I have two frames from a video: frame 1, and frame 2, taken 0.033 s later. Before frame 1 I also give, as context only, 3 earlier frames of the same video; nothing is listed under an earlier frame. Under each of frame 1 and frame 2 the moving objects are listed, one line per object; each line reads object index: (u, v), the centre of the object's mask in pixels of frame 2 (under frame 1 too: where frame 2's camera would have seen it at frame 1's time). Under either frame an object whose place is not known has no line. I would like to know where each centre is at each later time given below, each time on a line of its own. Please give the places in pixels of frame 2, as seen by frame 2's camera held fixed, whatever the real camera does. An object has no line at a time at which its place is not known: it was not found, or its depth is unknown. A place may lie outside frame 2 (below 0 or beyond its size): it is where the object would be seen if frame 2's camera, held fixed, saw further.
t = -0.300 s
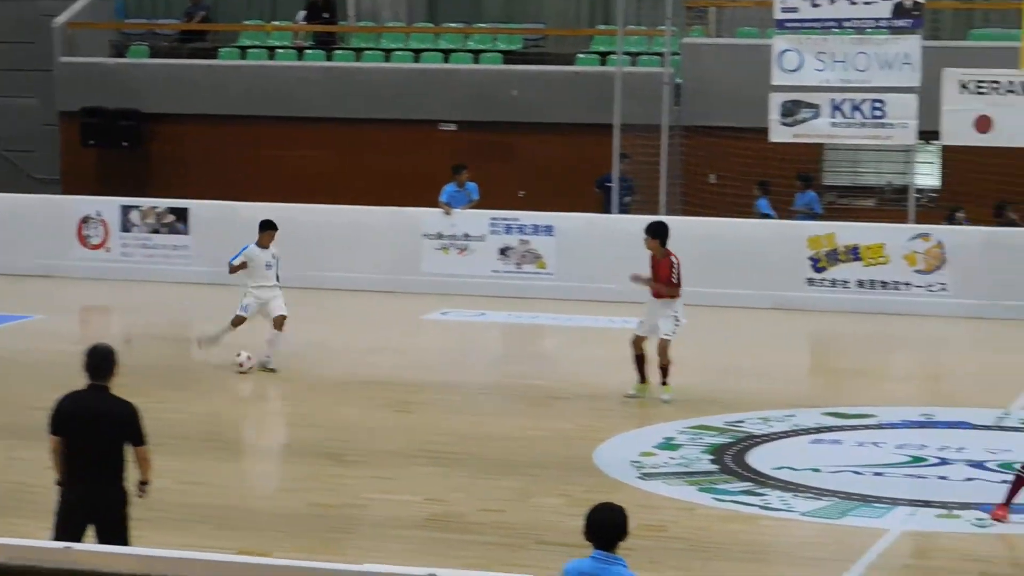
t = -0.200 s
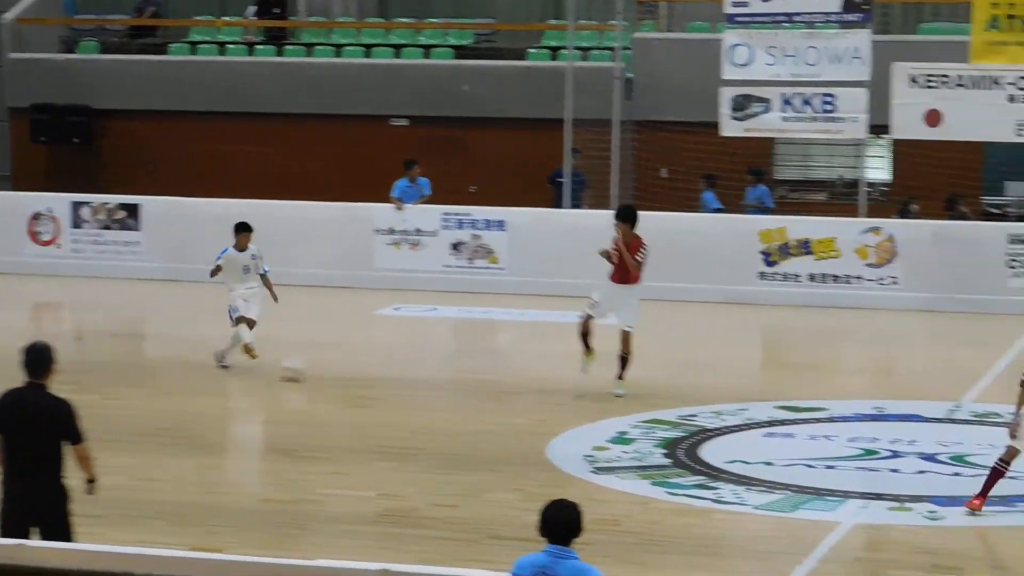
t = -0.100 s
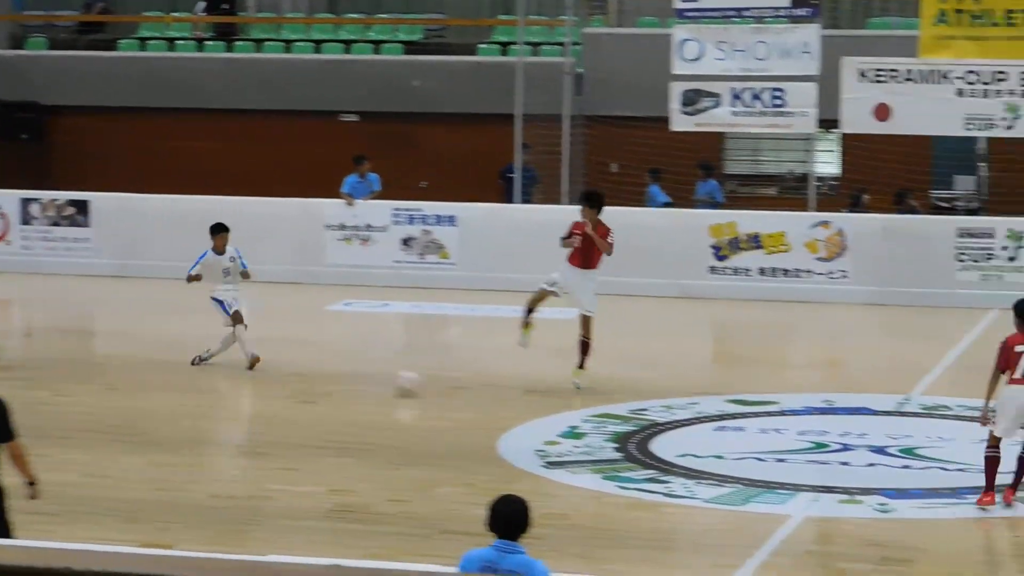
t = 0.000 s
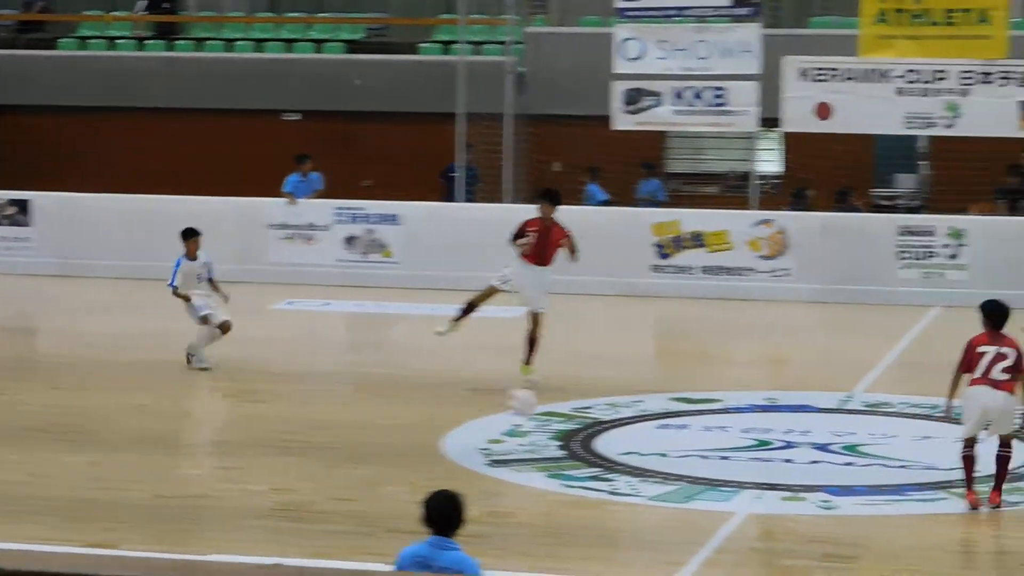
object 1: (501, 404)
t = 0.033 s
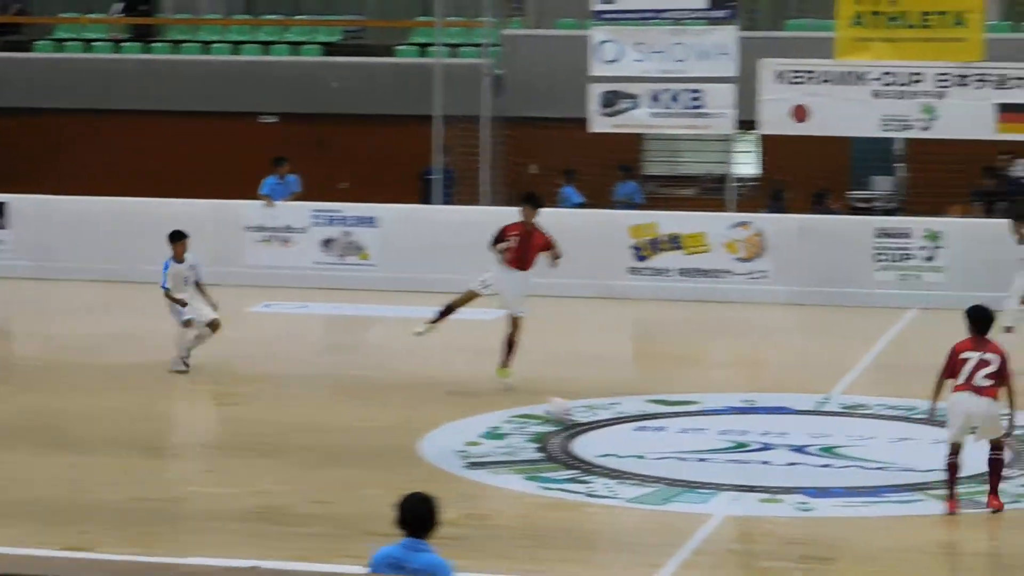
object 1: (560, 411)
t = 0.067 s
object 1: (618, 418)
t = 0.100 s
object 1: (678, 424)
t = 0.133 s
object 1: (738, 432)
